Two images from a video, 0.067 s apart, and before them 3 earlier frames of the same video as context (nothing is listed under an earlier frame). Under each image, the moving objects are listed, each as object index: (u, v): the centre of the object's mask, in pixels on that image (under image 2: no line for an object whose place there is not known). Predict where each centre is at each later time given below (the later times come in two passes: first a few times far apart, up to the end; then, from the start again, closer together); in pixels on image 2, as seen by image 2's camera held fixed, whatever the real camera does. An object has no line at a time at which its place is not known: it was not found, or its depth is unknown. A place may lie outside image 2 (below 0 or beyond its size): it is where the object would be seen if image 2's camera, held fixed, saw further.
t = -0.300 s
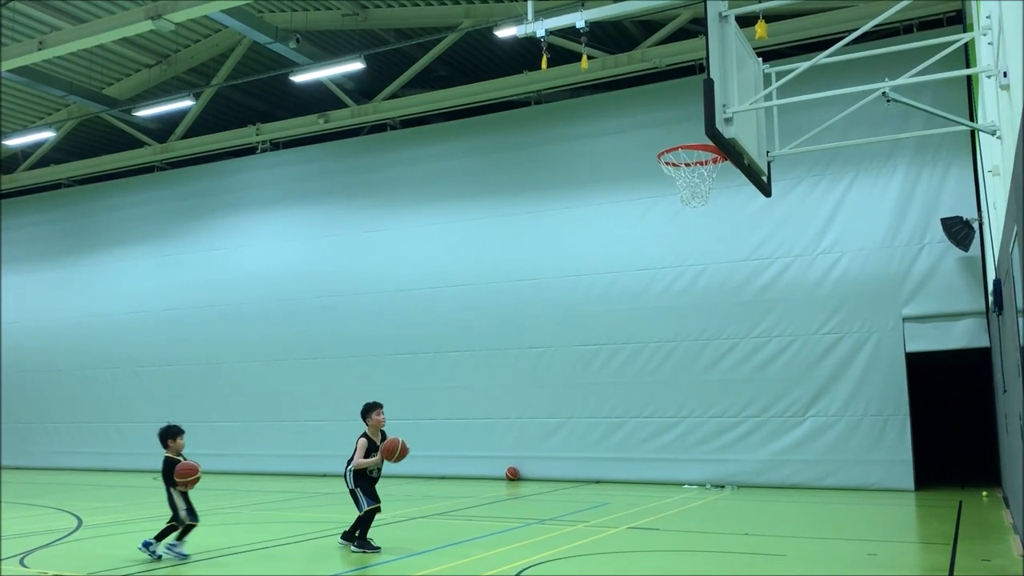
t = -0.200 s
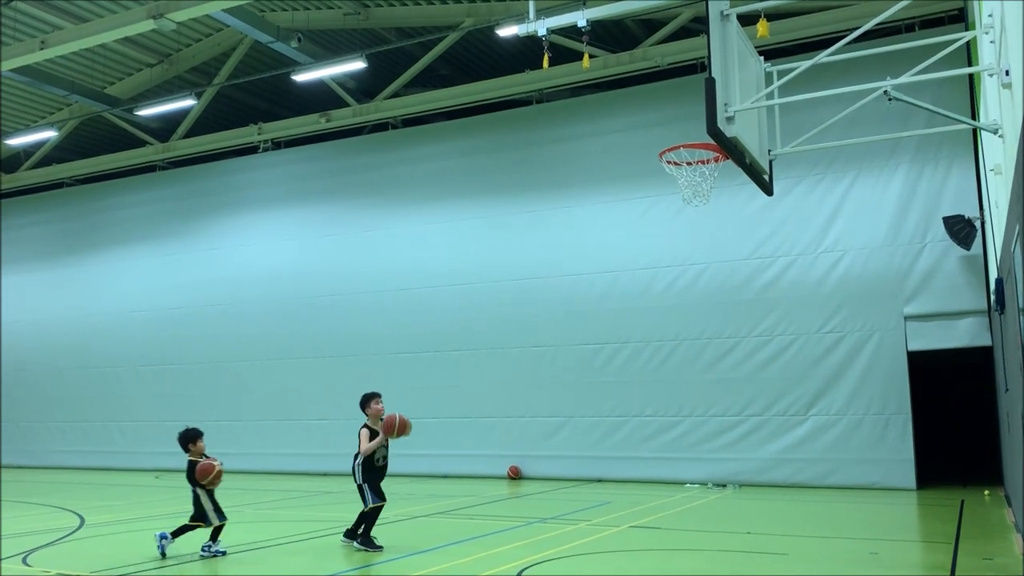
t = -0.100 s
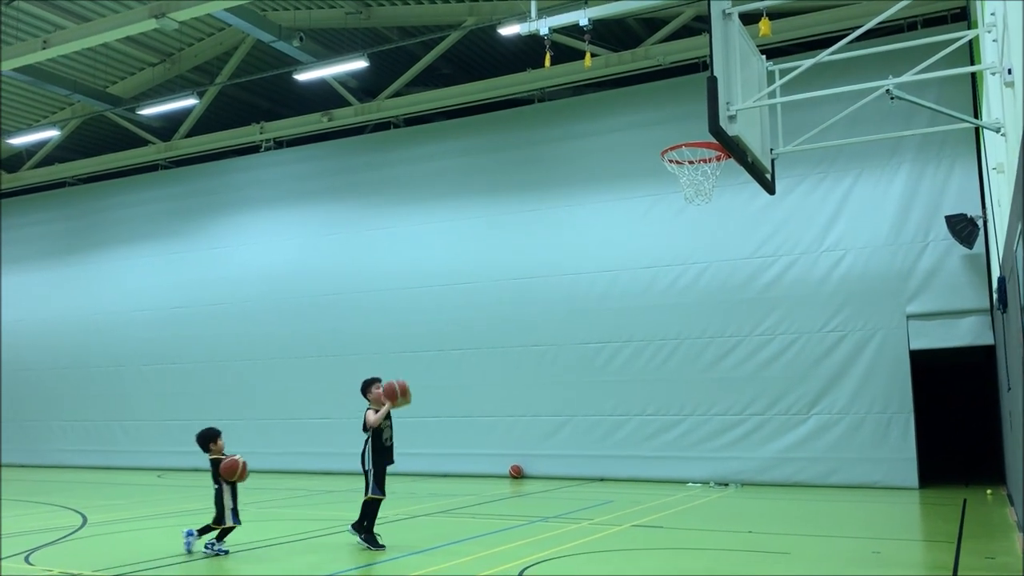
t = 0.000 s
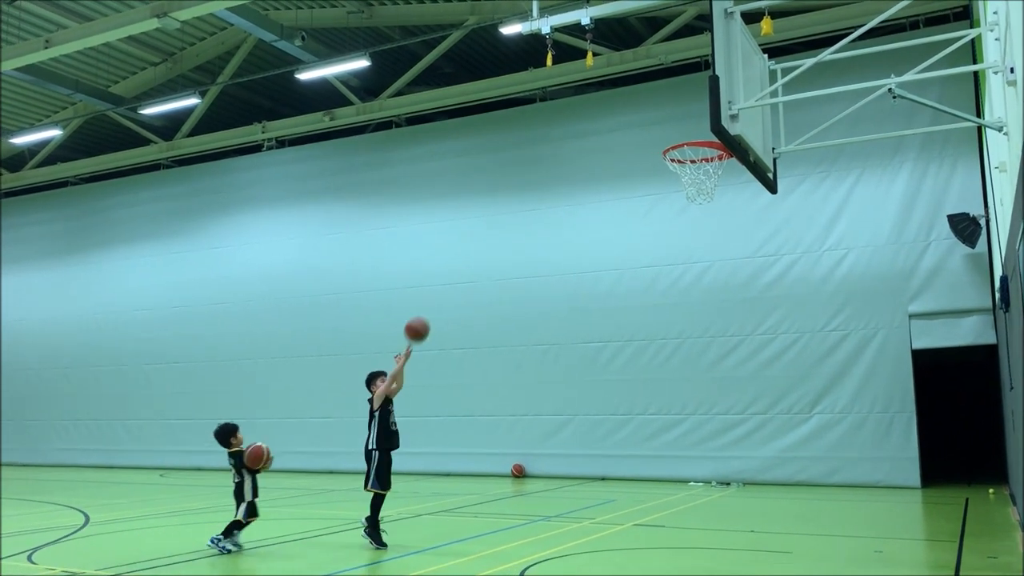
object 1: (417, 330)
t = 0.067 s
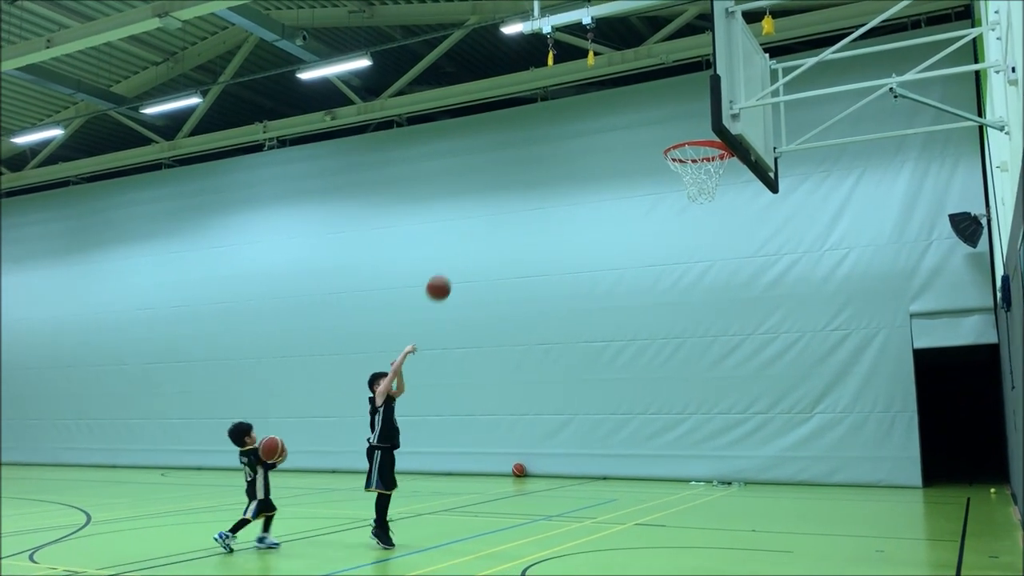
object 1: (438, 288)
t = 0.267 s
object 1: (501, 192)
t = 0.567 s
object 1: (602, 126)
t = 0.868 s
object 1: (717, 163)
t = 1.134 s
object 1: (702, 238)
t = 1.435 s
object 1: (685, 426)
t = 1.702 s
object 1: (656, 476)
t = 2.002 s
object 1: (608, 374)
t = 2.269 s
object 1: (571, 383)
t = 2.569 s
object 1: (535, 496)
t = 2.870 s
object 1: (502, 469)
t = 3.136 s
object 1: (477, 457)
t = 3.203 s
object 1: (471, 467)
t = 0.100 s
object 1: (448, 269)
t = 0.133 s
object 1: (459, 251)
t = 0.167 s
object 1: (469, 235)
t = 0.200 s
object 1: (479, 219)
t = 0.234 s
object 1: (490, 205)
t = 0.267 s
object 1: (501, 192)
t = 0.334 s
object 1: (522, 168)
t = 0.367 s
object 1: (533, 159)
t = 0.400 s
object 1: (544, 150)
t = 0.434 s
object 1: (555, 143)
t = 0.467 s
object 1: (566, 137)
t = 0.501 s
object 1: (578, 132)
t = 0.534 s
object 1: (590, 128)
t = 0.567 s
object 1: (602, 126)
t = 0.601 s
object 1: (614, 124)
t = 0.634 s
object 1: (626, 124)
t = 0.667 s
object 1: (638, 125)
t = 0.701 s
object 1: (650, 128)
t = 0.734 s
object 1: (663, 132)
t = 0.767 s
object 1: (676, 134)
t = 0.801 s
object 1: (689, 144)
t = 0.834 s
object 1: (702, 155)
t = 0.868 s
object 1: (717, 163)
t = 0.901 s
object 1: (720, 170)
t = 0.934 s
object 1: (719, 177)
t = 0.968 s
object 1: (716, 184)
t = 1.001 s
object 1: (712, 193)
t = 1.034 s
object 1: (710, 201)
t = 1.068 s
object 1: (707, 212)
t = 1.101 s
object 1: (705, 224)
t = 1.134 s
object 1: (702, 238)
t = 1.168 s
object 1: (700, 253)
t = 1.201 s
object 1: (698, 269)
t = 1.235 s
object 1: (695, 287)
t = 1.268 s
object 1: (694, 306)
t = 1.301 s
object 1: (691, 327)
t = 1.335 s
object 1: (689, 349)
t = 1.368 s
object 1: (688, 373)
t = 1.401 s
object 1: (686, 399)
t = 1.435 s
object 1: (685, 426)
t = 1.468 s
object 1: (684, 454)
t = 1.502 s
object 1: (682, 485)
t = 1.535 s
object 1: (681, 517)
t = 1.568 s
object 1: (680, 551)
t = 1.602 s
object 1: (675, 541)
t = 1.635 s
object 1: (669, 518)
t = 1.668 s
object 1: (663, 496)
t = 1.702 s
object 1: (656, 476)
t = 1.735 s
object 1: (651, 458)
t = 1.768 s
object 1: (645, 443)
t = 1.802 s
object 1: (639, 428)
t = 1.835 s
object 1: (633, 416)
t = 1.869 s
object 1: (628, 405)
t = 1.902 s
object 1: (623, 394)
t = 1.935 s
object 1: (618, 386)
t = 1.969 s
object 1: (613, 379)
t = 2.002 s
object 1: (608, 374)
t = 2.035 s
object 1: (603, 370)
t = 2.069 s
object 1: (598, 368)
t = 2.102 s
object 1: (593, 367)
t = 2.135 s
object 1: (589, 368)
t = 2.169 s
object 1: (584, 370)
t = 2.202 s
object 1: (580, 373)
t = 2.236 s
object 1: (576, 377)
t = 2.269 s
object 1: (571, 383)
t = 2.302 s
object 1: (567, 390)
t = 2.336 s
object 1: (563, 398)
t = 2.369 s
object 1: (559, 408)
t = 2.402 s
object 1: (555, 419)
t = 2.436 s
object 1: (551, 432)
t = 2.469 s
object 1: (547, 446)
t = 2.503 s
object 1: (543, 460)
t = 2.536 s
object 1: (539, 478)
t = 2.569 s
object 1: (535, 496)
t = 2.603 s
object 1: (532, 515)
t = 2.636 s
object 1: (528, 537)
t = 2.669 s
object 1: (524, 536)
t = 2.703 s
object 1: (521, 522)
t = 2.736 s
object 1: (517, 508)
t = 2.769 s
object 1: (513, 496)
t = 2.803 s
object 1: (510, 485)
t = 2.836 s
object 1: (506, 476)
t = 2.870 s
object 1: (502, 469)
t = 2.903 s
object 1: (499, 462)
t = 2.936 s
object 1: (495, 458)
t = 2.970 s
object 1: (493, 454)
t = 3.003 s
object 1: (489, 452)
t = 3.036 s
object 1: (487, 452)
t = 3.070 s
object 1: (484, 452)
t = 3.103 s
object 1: (480, 453)
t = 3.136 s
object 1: (477, 457)
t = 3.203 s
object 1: (471, 467)
